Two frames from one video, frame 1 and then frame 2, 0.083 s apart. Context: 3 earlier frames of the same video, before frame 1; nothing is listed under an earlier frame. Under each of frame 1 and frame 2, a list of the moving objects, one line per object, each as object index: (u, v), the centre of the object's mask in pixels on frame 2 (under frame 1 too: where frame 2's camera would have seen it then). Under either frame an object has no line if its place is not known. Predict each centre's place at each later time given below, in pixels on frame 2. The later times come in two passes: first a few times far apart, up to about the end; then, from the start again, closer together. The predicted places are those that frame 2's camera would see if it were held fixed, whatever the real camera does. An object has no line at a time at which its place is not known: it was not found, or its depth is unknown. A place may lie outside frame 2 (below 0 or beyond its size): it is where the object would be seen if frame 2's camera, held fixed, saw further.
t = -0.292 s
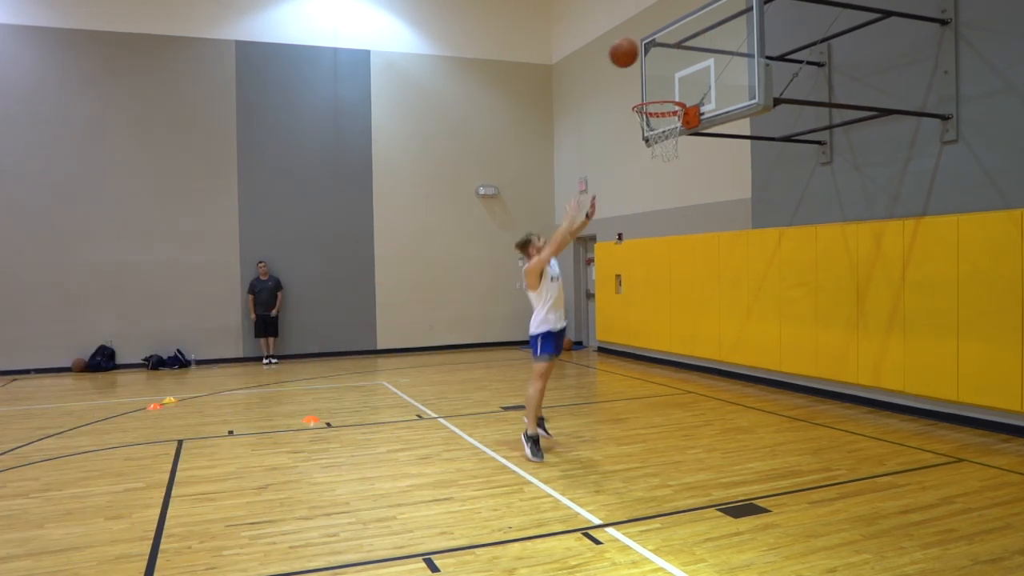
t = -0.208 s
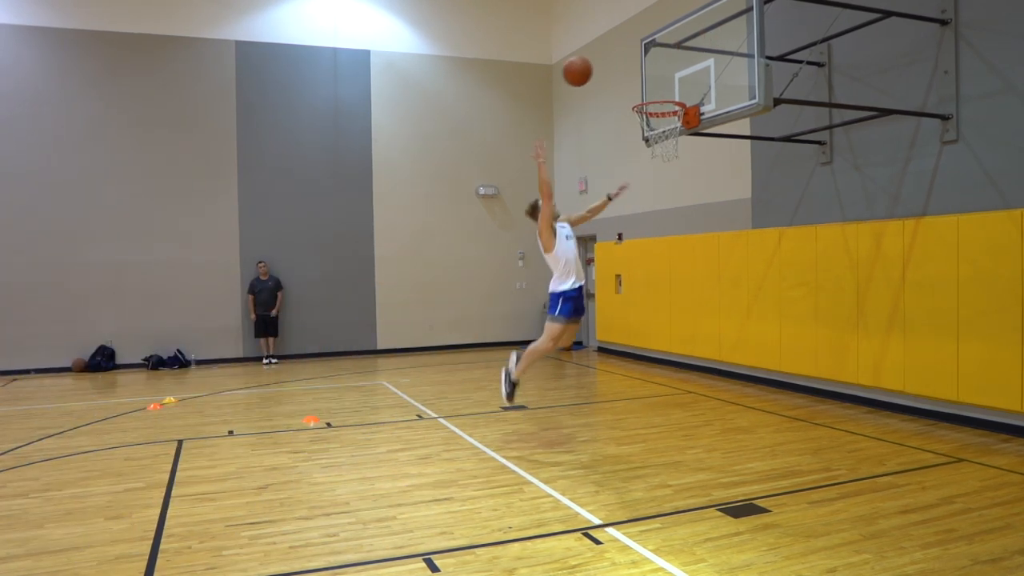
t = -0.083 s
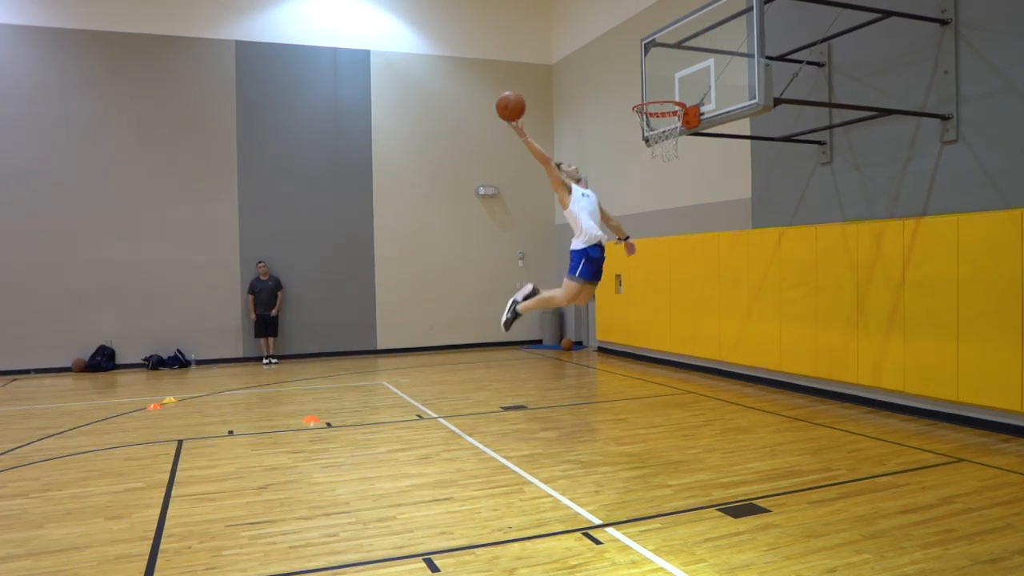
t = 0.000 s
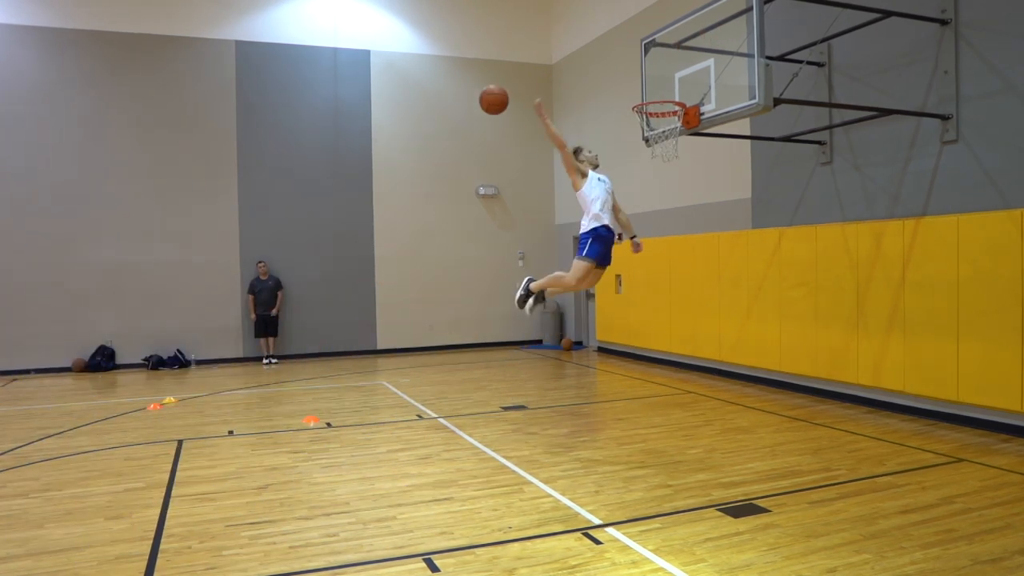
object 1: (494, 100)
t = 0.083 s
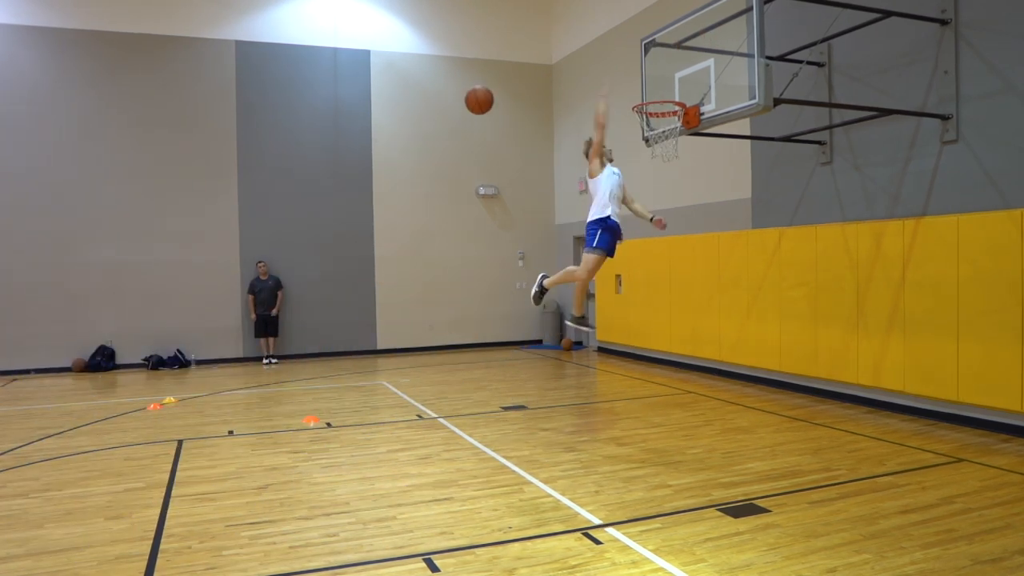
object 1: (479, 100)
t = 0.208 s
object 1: (458, 114)
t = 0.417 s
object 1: (427, 175)
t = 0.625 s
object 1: (400, 278)
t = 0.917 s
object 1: (364, 389)
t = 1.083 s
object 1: (333, 320)
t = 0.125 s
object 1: (472, 103)
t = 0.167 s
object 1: (465, 108)
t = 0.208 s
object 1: (458, 114)
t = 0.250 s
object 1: (451, 123)
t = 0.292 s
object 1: (445, 134)
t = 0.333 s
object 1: (439, 146)
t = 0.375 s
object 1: (433, 160)
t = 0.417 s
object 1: (427, 175)
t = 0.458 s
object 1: (421, 193)
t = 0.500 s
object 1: (415, 212)
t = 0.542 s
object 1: (410, 232)
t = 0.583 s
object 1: (405, 255)
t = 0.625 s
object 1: (400, 278)
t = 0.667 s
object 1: (395, 302)
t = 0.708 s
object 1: (391, 328)
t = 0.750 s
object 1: (386, 356)
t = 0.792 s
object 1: (383, 384)
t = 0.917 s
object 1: (364, 389)
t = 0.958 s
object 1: (357, 369)
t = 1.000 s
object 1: (349, 351)
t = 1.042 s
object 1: (341, 334)
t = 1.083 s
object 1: (333, 320)
